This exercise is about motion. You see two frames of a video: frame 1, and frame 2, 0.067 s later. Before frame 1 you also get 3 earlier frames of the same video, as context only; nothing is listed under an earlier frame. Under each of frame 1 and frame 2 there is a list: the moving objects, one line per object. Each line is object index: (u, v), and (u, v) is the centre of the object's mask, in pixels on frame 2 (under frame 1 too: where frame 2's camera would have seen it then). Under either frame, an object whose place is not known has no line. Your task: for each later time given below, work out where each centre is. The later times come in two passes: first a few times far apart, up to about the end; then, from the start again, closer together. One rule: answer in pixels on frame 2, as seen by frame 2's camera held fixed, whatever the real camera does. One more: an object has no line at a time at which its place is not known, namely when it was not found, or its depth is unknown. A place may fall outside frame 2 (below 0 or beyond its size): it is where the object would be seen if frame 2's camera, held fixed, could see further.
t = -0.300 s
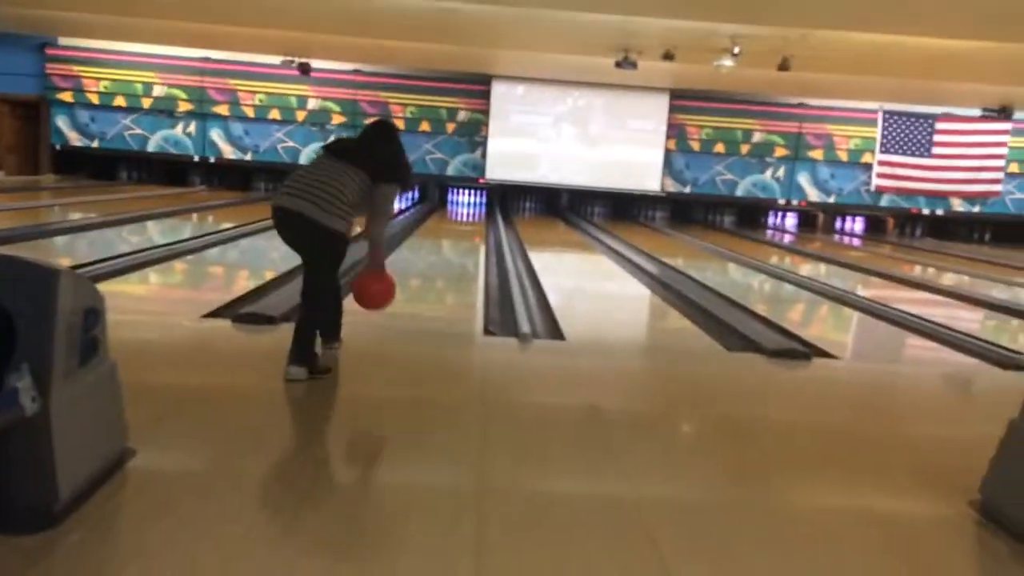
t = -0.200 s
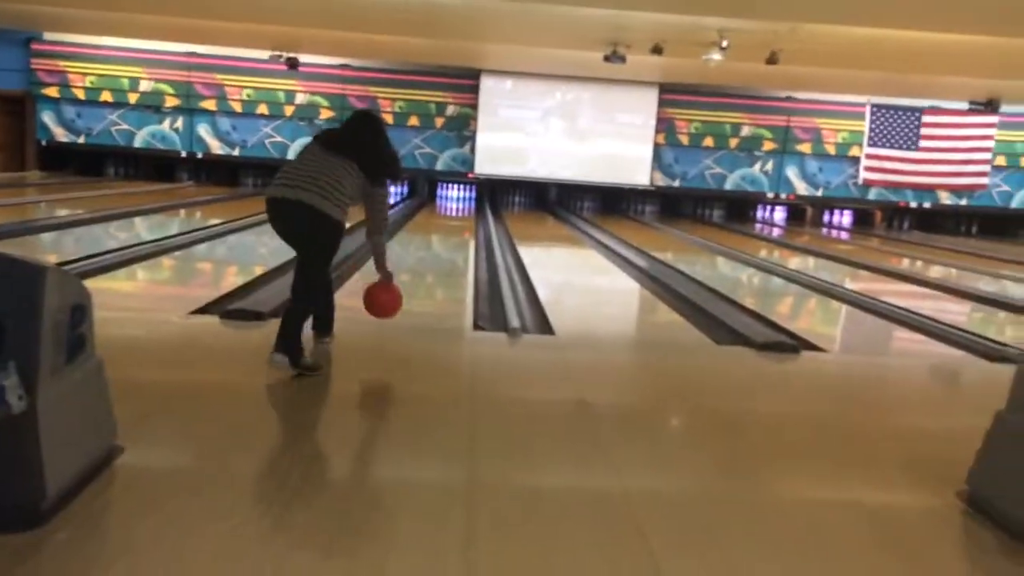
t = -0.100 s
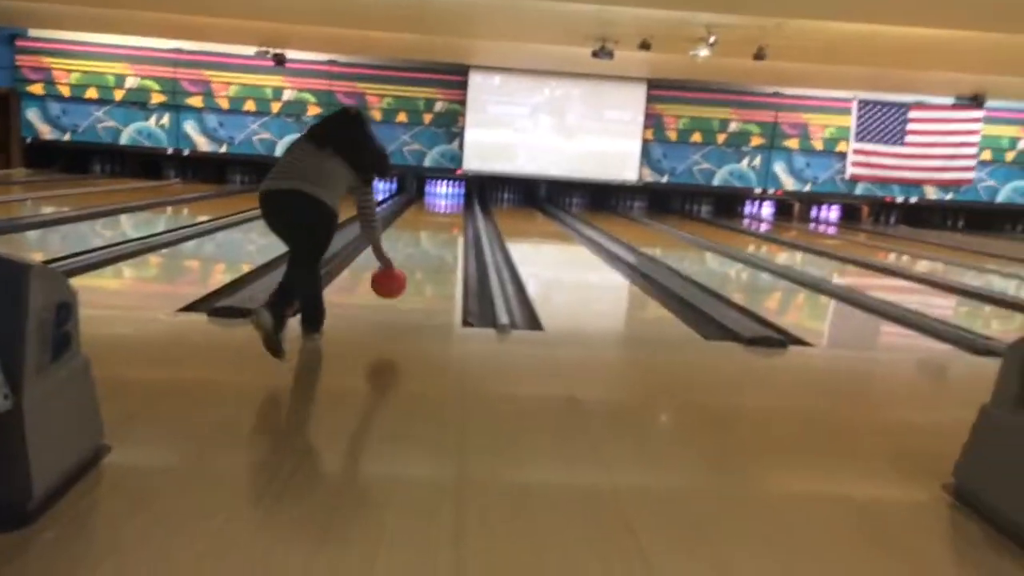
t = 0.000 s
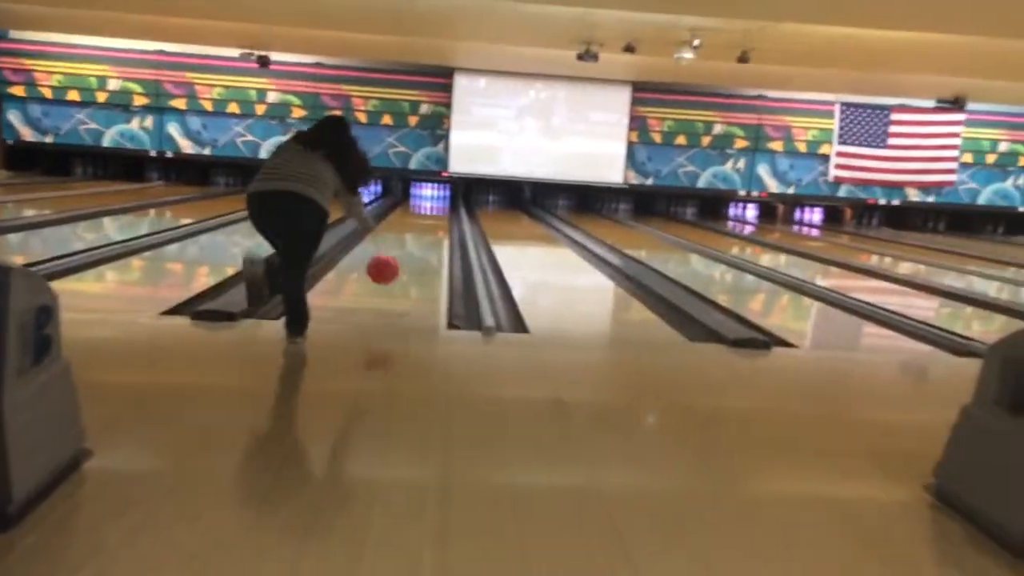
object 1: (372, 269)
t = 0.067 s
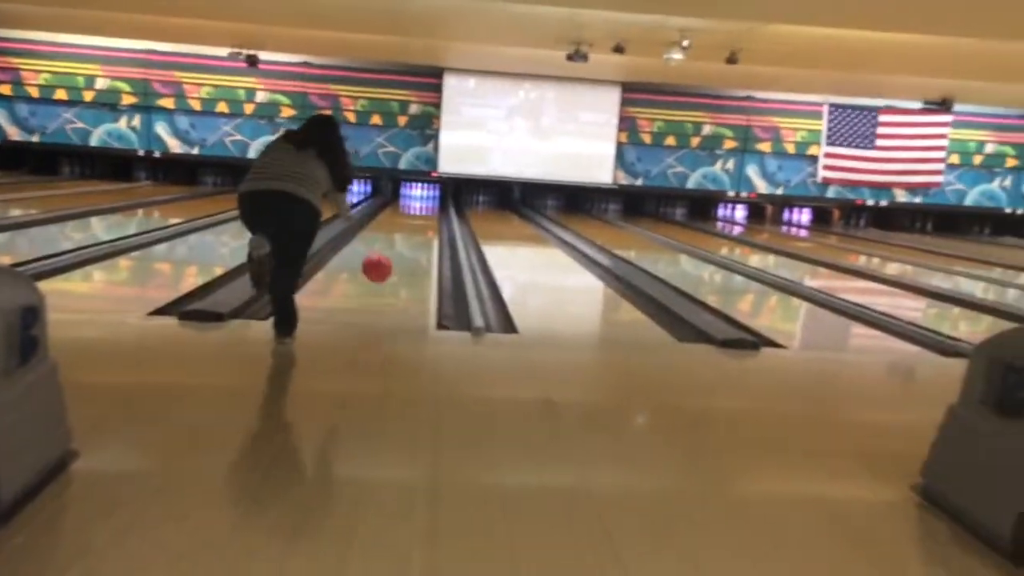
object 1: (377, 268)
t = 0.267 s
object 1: (387, 267)
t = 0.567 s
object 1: (401, 249)
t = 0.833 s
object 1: (407, 238)
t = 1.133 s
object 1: (412, 228)
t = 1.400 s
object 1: (416, 220)
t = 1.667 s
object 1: (419, 215)
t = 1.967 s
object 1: (423, 208)
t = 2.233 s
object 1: (424, 206)
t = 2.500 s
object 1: (425, 202)
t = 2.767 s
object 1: (425, 200)
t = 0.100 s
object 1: (379, 269)
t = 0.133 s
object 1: (380, 272)
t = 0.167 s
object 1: (383, 276)
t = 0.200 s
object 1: (384, 275)
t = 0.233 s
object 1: (386, 270)
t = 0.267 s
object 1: (387, 267)
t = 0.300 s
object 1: (389, 265)
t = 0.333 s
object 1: (391, 265)
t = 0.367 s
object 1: (392, 262)
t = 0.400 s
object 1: (394, 260)
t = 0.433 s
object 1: (395, 257)
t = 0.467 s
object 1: (397, 255)
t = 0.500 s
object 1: (398, 253)
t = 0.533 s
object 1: (399, 251)
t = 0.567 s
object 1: (401, 249)
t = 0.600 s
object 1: (401, 247)
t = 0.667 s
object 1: (402, 245)
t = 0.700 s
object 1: (403, 244)
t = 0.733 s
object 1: (403, 244)
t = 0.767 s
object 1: (405, 242)
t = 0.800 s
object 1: (406, 239)
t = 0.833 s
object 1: (407, 238)
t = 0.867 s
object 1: (407, 237)
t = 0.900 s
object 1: (407, 236)
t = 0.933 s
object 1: (408, 235)
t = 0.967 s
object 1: (410, 232)
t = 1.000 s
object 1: (410, 231)
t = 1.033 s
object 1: (411, 230)
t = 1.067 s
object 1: (412, 230)
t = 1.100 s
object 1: (412, 229)
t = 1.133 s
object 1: (412, 228)
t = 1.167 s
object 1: (412, 227)
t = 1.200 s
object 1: (414, 226)
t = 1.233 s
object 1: (414, 226)
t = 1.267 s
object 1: (415, 223)
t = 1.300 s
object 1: (416, 222)
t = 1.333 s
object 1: (417, 221)
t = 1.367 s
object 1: (417, 220)
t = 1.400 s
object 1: (416, 220)
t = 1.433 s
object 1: (417, 219)
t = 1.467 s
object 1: (417, 218)
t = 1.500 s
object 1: (417, 218)
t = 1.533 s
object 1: (418, 217)
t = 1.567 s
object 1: (418, 216)
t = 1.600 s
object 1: (418, 215)
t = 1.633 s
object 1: (419, 215)
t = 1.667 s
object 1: (419, 215)
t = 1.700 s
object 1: (419, 214)
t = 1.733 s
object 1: (419, 214)
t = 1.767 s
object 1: (420, 212)
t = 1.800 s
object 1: (420, 212)
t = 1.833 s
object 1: (420, 212)
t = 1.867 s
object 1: (421, 210)
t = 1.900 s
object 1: (422, 210)
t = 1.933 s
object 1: (422, 209)
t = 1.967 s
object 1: (423, 208)
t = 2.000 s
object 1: (423, 208)
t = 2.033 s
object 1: (423, 208)
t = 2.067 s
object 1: (423, 208)
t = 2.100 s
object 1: (423, 207)
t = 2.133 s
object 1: (423, 206)
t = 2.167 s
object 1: (424, 206)
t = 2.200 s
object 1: (424, 207)
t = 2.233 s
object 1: (424, 206)
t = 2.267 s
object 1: (424, 204)
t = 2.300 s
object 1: (425, 204)
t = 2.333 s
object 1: (425, 203)
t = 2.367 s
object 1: (424, 204)
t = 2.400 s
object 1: (425, 203)
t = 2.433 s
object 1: (425, 203)
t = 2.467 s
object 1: (425, 203)
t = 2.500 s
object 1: (425, 202)
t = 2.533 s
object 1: (425, 202)
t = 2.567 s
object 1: (425, 201)
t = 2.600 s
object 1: (425, 201)
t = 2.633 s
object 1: (425, 200)
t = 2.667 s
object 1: (425, 201)
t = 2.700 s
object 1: (425, 201)
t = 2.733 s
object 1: (425, 200)
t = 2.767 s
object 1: (425, 200)
